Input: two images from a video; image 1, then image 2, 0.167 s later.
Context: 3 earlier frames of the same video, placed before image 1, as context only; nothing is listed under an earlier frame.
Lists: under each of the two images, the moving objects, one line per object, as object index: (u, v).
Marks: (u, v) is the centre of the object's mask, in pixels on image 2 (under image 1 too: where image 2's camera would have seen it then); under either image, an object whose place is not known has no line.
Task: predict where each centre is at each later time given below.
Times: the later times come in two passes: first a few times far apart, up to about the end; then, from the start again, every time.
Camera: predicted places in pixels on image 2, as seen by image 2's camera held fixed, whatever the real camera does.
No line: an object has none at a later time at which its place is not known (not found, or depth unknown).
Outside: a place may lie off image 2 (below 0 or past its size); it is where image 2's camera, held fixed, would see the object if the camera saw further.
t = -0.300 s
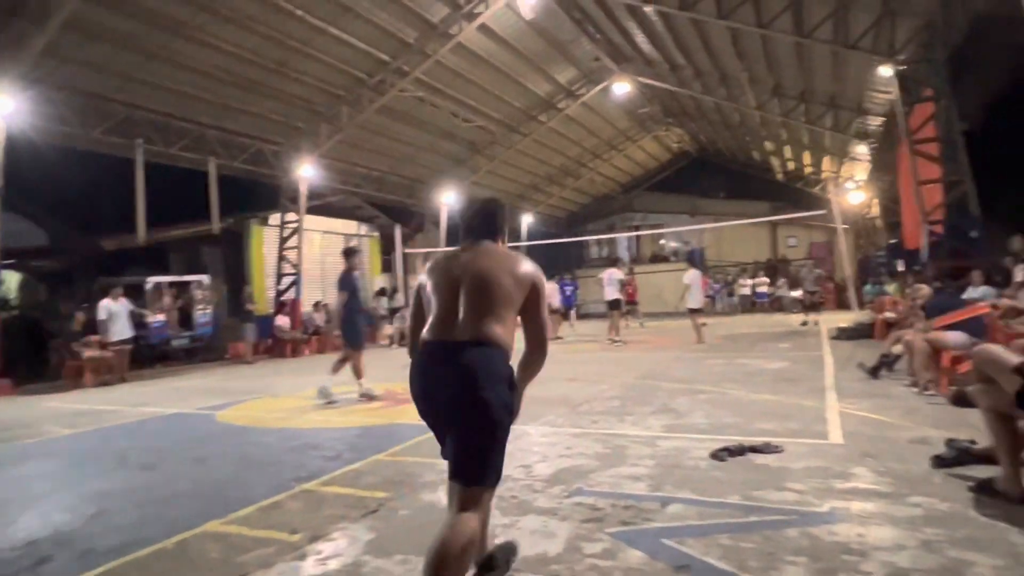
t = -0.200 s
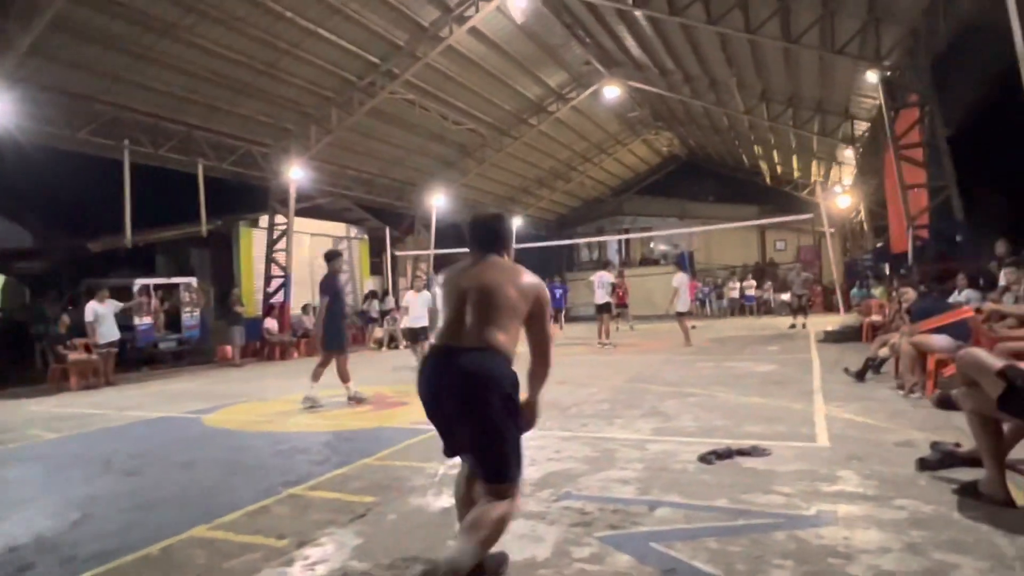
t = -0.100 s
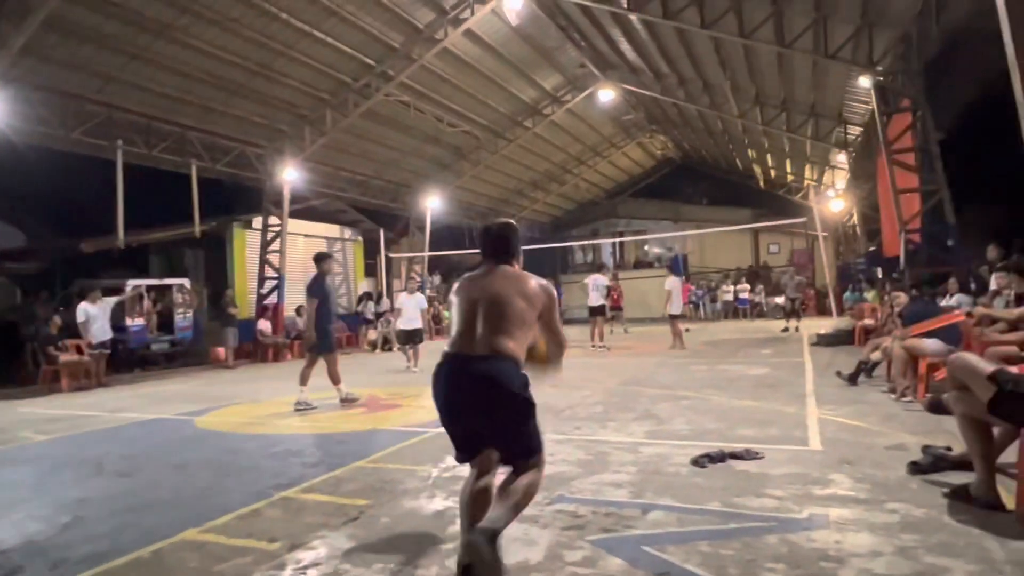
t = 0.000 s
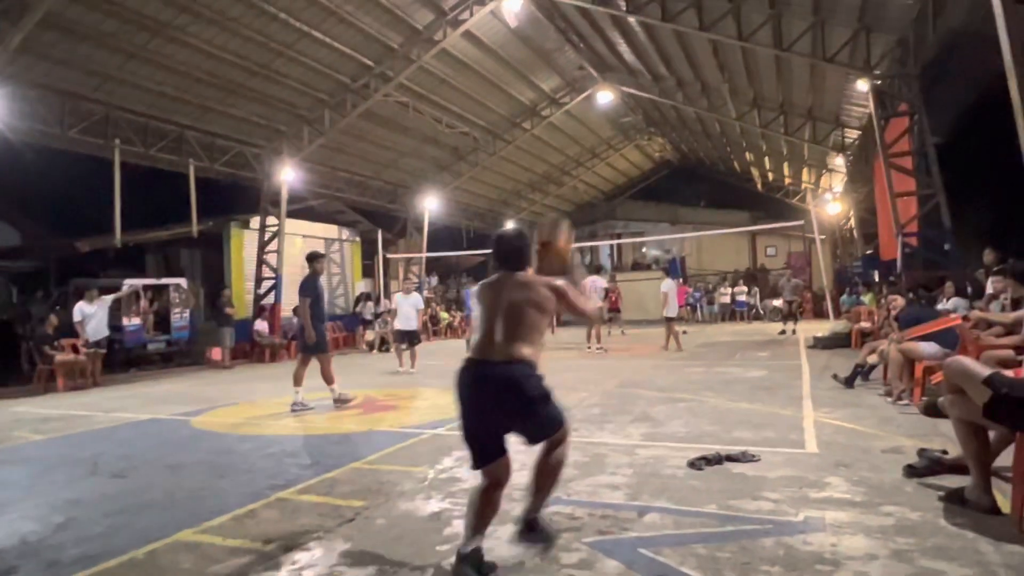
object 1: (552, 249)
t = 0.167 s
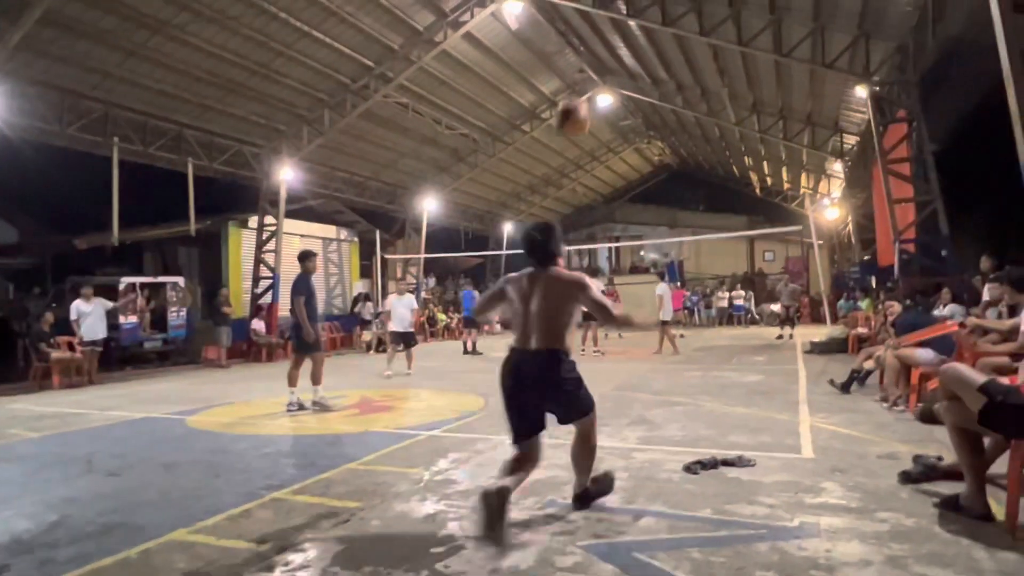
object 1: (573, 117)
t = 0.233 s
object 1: (581, 84)
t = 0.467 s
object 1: (605, 41)
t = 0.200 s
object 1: (577, 98)
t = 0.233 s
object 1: (581, 84)
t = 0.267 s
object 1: (583, 73)
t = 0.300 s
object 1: (588, 63)
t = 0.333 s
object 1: (591, 55)
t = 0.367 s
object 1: (594, 49)
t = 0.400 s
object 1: (598, 44)
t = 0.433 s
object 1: (601, 42)
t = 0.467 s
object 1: (605, 41)
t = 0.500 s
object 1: (608, 41)
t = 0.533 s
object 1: (611, 44)
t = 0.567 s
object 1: (615, 48)
